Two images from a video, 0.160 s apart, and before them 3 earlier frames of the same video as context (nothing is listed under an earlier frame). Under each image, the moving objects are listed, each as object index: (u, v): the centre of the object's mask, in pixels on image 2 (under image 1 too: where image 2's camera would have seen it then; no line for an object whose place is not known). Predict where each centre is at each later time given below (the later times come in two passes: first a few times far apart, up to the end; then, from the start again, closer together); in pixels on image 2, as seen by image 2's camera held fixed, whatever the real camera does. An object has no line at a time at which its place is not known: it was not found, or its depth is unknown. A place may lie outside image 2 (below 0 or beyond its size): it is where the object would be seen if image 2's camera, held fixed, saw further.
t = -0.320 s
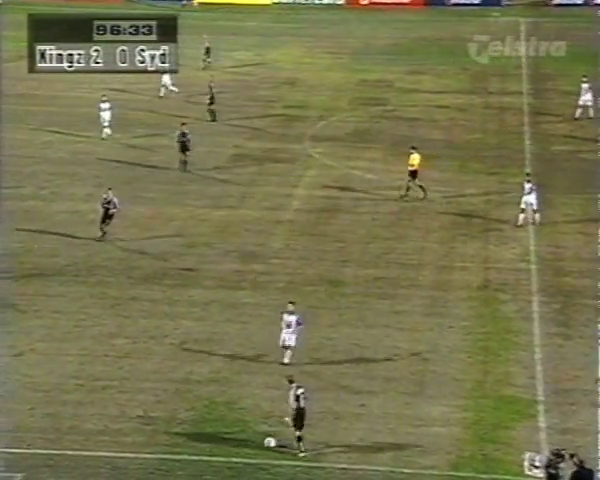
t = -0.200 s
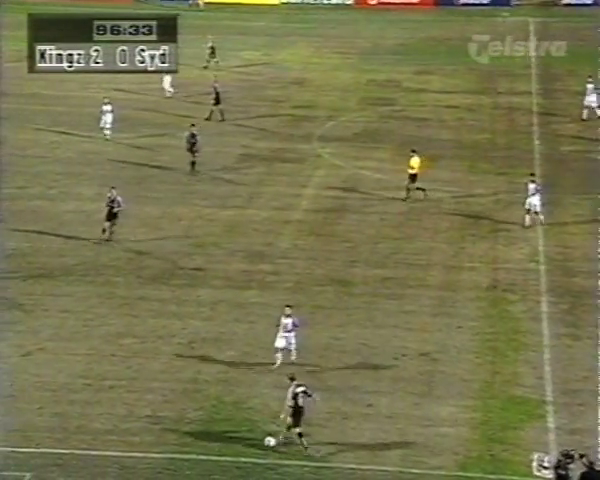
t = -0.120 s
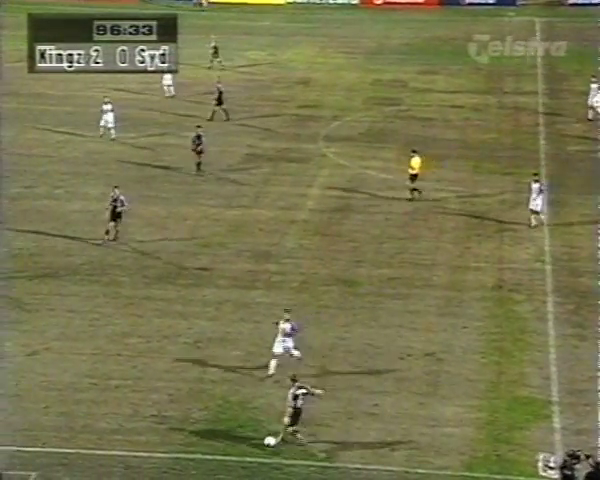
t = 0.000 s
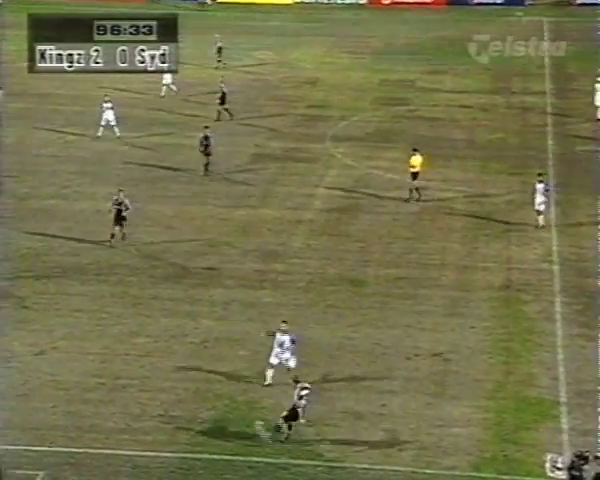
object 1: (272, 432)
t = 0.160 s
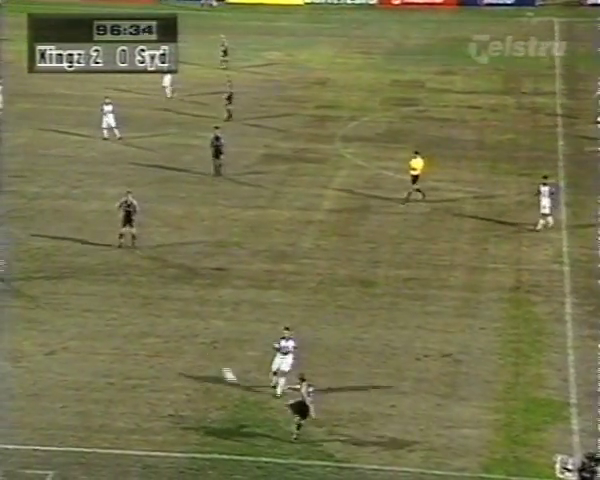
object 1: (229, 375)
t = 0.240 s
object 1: (211, 355)
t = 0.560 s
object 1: (164, 294)
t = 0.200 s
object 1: (219, 363)
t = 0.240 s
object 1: (211, 355)
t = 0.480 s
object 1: (172, 311)
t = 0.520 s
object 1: (169, 302)
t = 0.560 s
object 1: (164, 294)
